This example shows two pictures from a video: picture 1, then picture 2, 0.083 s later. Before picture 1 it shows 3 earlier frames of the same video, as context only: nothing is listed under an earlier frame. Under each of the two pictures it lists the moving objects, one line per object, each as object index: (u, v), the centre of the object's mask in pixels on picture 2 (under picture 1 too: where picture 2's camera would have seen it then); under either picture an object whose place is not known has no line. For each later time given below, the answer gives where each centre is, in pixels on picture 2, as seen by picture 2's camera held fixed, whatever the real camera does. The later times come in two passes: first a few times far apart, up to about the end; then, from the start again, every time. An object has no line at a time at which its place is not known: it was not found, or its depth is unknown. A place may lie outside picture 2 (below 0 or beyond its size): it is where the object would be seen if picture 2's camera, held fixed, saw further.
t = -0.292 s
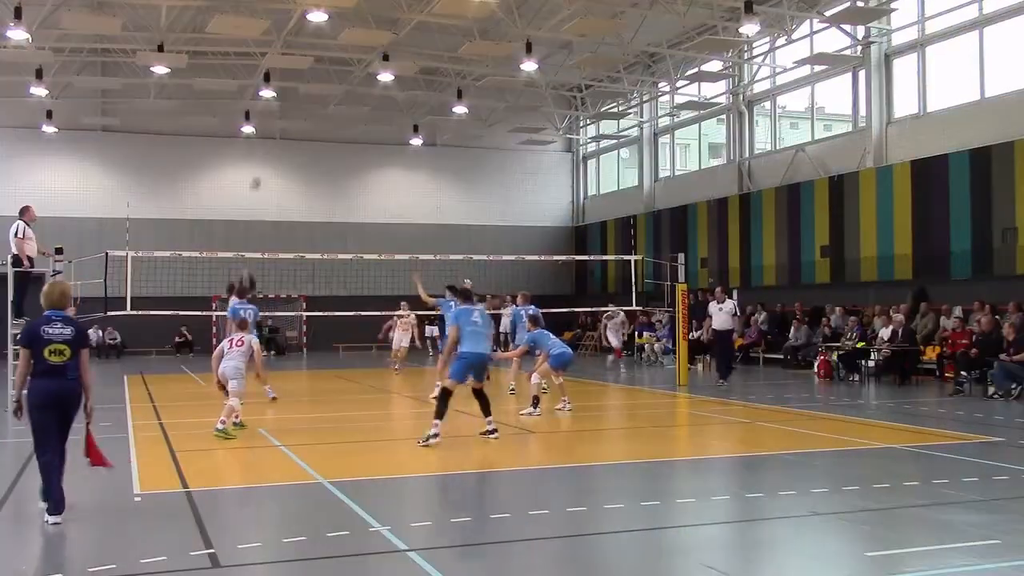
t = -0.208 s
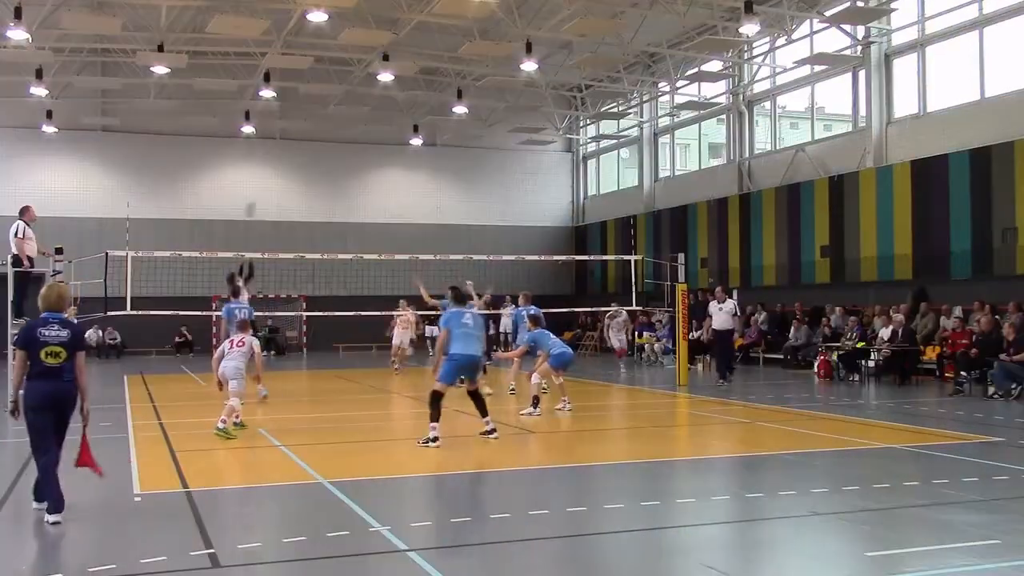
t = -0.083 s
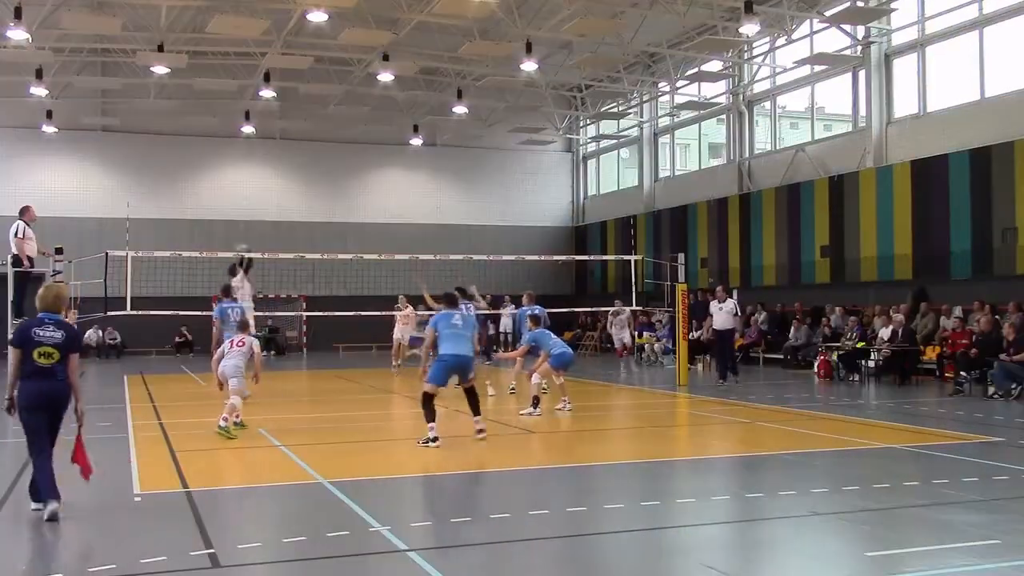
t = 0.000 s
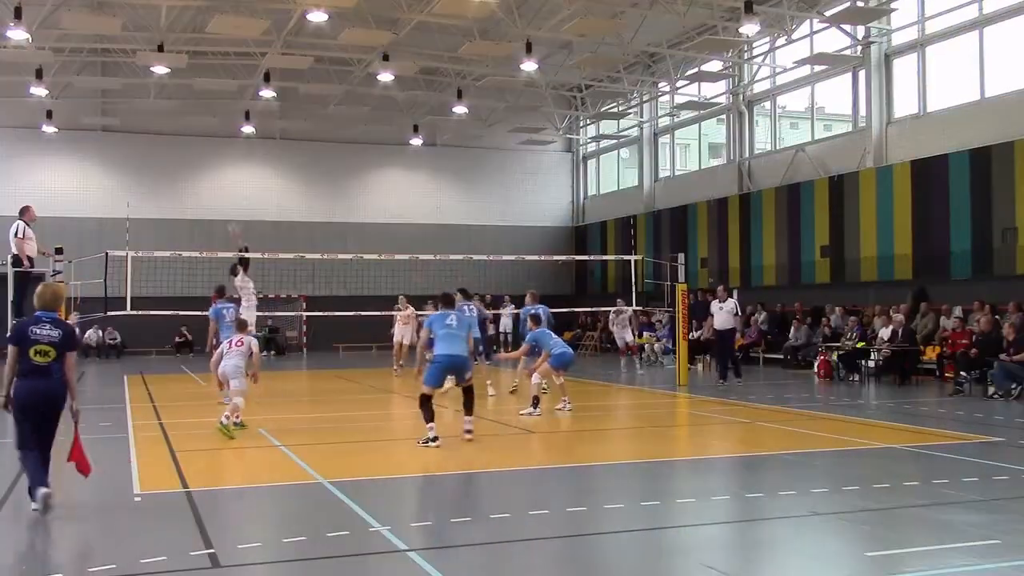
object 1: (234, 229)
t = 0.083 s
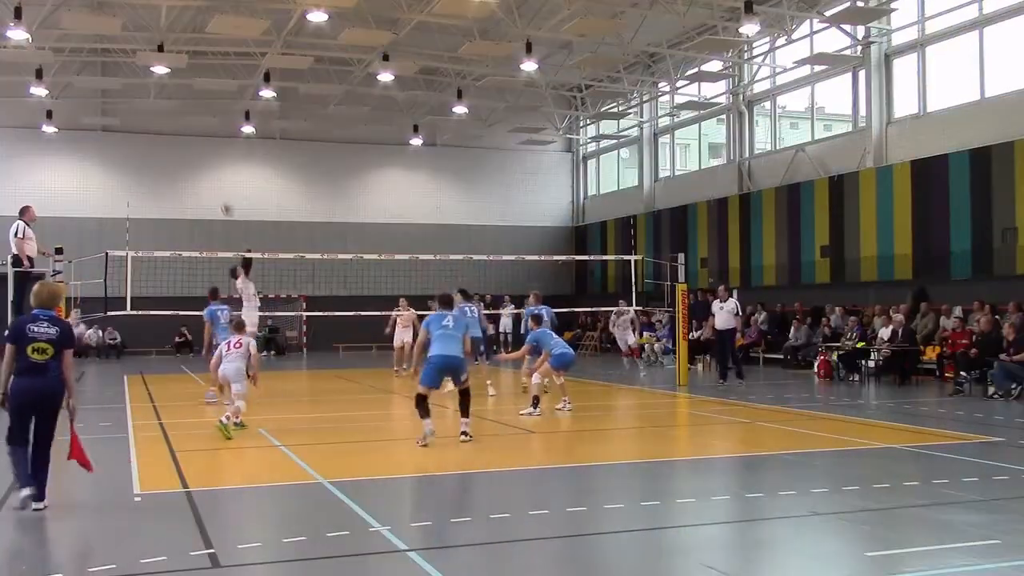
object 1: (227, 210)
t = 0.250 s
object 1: (213, 177)
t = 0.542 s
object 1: (188, 153)
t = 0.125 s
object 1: (223, 199)
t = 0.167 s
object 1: (219, 191)
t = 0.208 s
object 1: (216, 183)
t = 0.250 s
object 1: (213, 177)
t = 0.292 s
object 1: (210, 171)
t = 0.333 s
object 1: (205, 164)
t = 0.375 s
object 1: (202, 160)
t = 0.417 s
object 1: (197, 157)
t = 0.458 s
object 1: (193, 154)
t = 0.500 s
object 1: (190, 153)
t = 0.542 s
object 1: (188, 153)
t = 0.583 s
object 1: (183, 152)
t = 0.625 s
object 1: (180, 153)
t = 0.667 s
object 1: (175, 156)
